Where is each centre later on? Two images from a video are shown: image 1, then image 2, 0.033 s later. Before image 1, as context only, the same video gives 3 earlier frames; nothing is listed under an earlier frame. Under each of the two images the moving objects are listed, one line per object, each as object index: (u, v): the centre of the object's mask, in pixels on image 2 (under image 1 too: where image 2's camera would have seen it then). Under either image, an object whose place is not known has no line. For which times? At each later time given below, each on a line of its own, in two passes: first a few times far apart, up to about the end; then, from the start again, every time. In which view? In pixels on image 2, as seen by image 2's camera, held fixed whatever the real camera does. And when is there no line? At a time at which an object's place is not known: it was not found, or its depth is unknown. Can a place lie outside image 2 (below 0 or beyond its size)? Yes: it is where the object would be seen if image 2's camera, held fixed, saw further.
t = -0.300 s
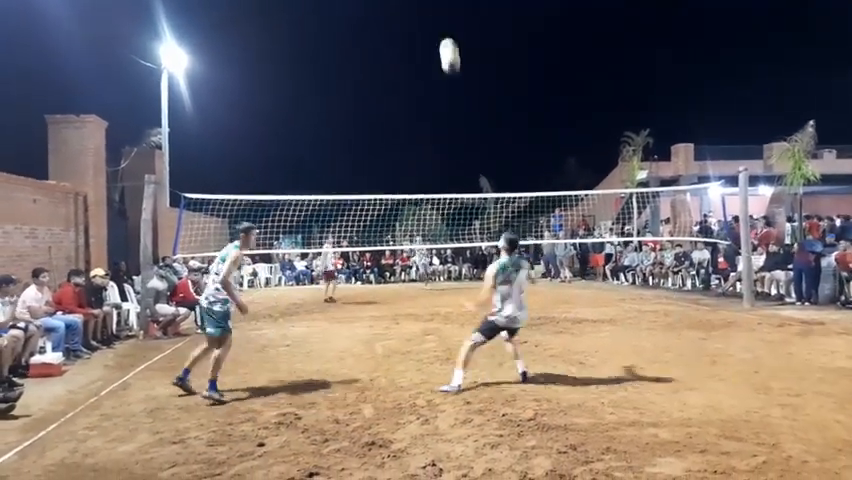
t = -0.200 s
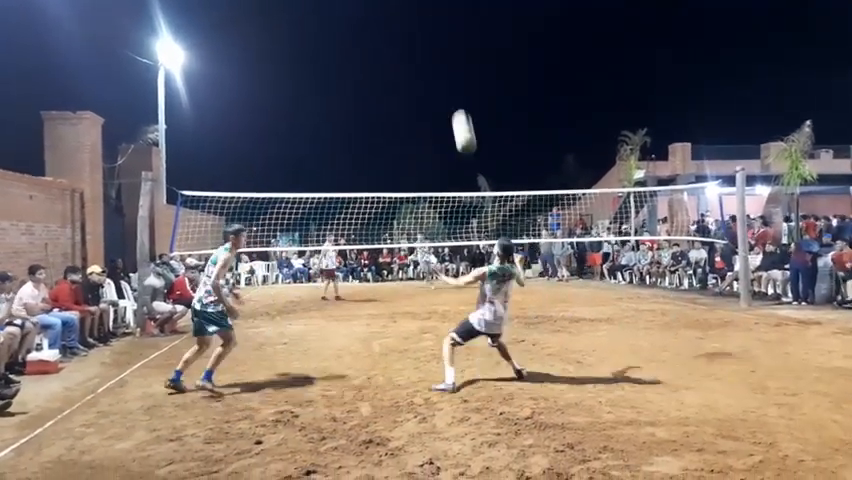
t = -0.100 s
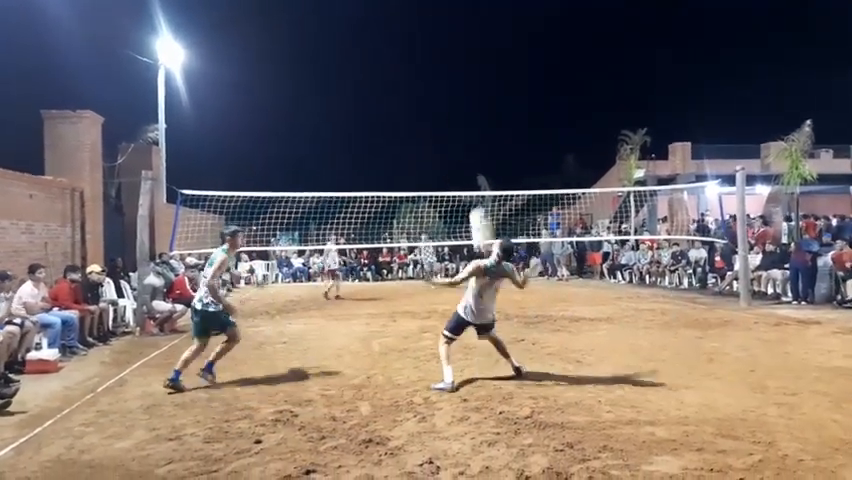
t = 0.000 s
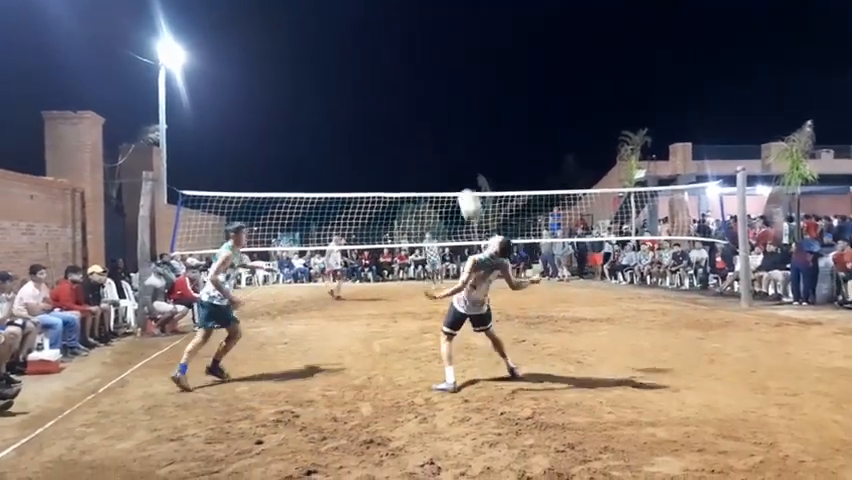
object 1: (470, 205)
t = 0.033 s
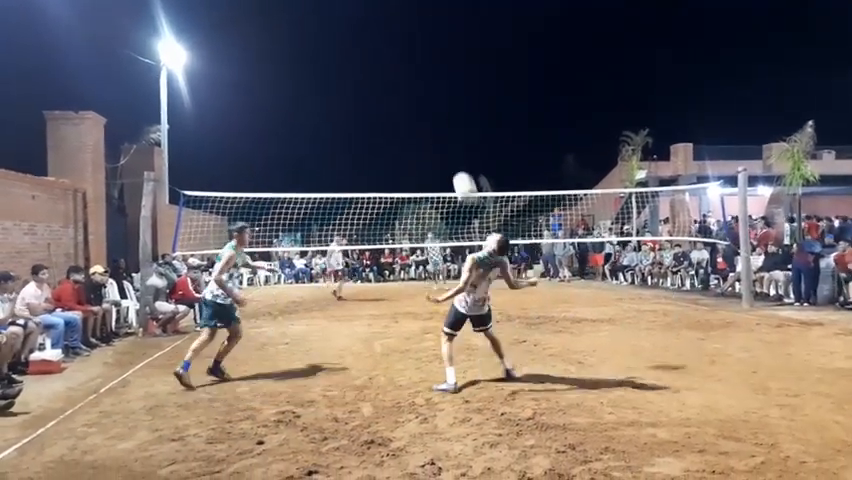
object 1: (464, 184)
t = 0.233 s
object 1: (430, 108)
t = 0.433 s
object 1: (400, 69)
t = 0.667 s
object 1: (370, 69)
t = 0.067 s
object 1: (459, 171)
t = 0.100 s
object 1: (453, 155)
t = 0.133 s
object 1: (446, 142)
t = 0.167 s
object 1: (441, 129)
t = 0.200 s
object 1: (435, 118)
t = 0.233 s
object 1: (430, 108)
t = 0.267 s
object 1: (425, 98)
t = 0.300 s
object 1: (419, 90)
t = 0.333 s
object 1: (414, 83)
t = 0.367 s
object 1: (409, 78)
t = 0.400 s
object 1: (404, 73)
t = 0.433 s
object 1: (400, 69)
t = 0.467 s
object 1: (395, 66)
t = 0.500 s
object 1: (390, 65)
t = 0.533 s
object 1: (386, 64)
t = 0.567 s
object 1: (382, 64)
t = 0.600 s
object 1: (378, 65)
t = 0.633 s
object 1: (373, 67)
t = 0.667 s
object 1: (370, 69)
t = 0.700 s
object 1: (366, 73)
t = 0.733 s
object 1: (362, 77)
